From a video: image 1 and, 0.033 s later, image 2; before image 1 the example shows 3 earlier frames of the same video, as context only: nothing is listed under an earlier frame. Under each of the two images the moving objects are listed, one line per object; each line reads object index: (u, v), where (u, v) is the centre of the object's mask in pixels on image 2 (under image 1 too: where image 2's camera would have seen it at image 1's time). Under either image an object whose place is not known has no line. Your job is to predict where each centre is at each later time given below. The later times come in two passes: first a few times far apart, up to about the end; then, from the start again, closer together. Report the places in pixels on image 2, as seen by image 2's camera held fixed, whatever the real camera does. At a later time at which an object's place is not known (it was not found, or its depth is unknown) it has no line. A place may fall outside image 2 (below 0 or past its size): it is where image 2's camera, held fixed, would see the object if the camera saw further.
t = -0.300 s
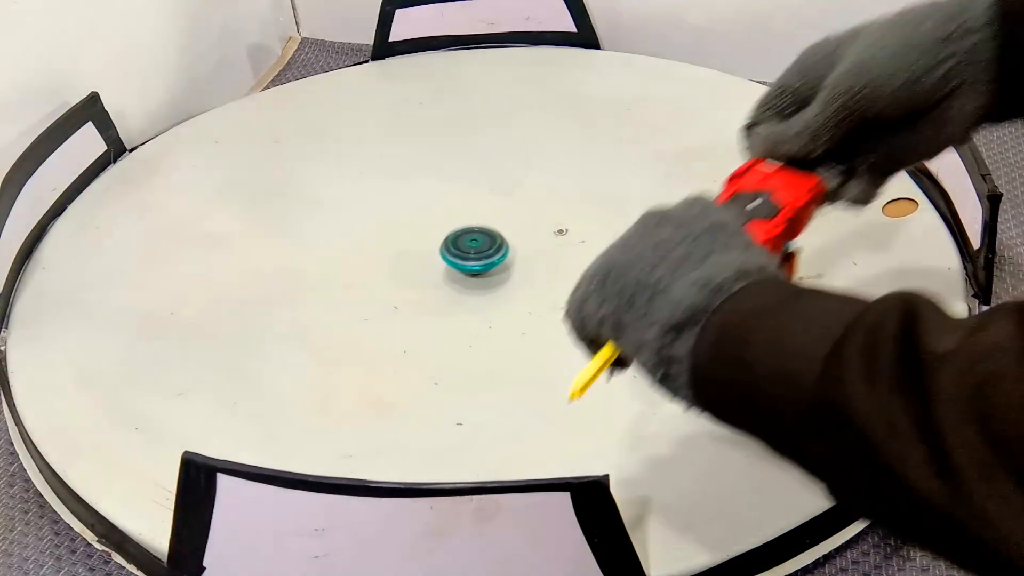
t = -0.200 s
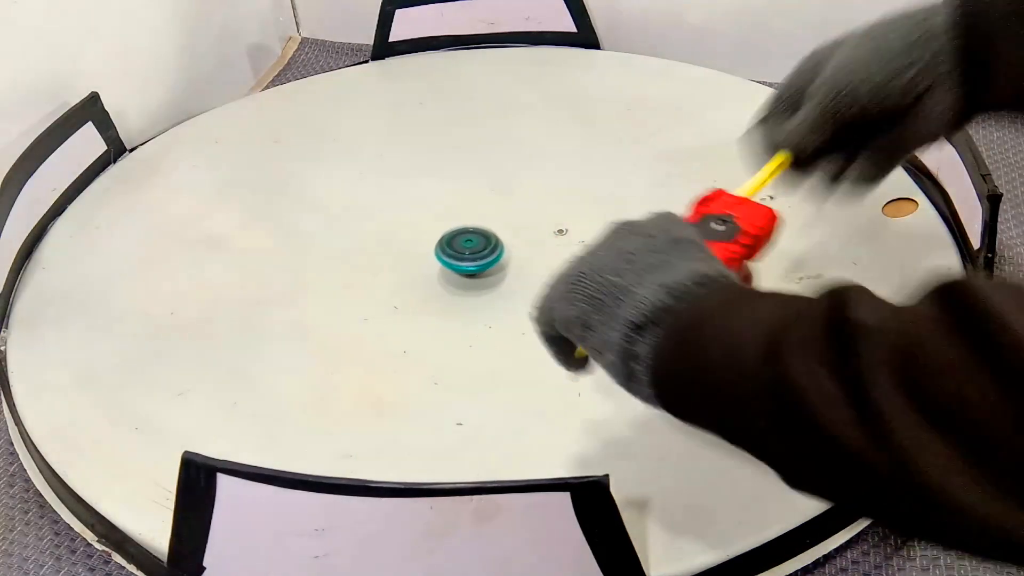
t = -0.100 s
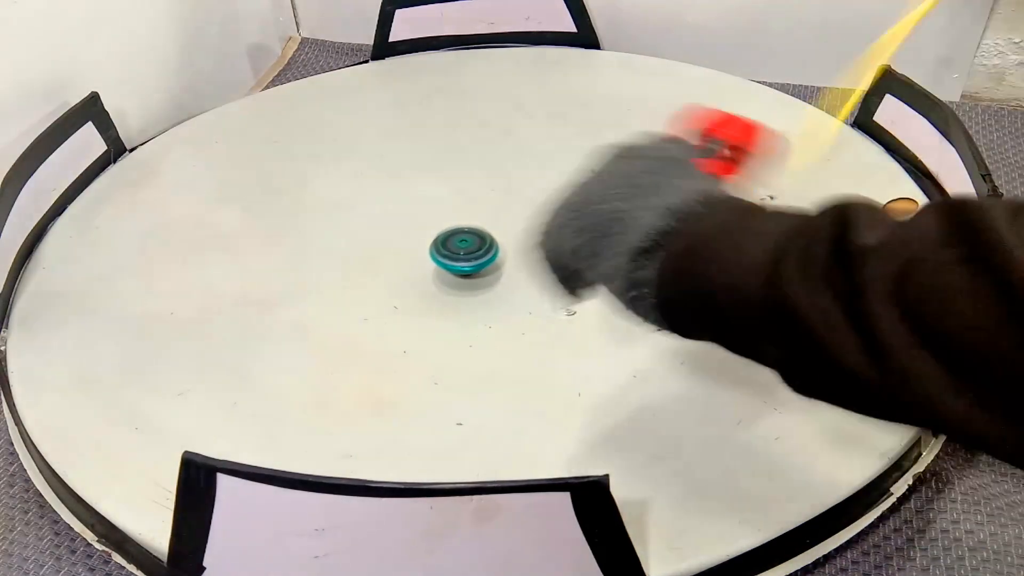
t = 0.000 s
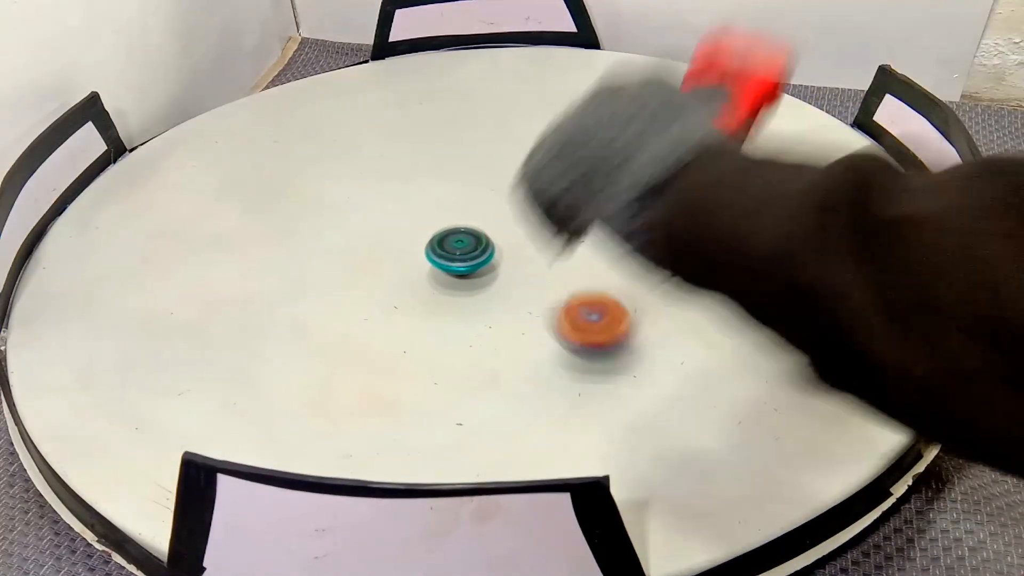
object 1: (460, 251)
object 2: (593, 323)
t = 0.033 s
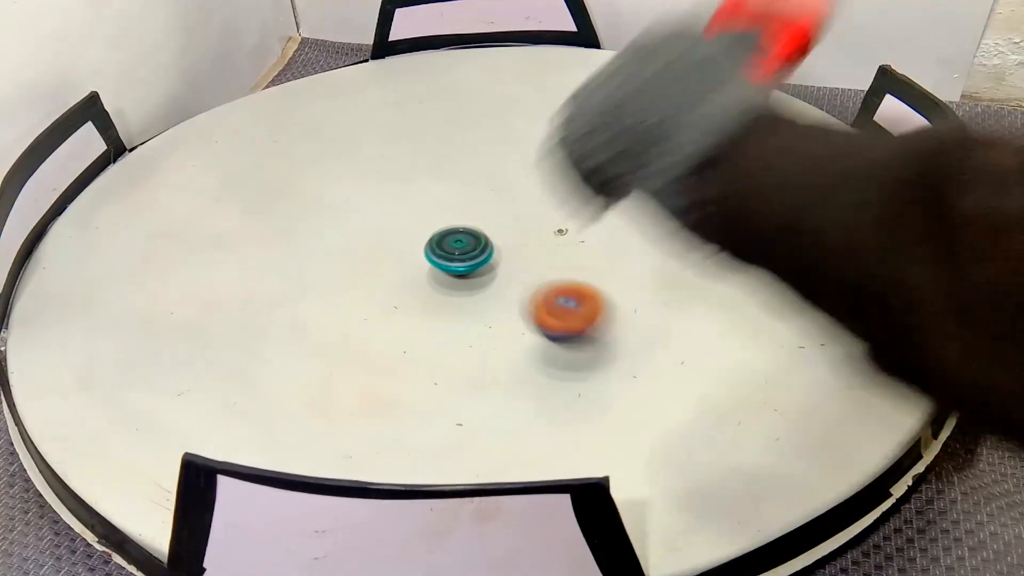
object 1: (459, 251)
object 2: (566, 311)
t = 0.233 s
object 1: (456, 251)
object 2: (457, 302)
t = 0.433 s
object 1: (456, 252)
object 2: (415, 298)
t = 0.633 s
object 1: (457, 252)
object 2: (382, 293)
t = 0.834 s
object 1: (462, 251)
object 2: (367, 284)
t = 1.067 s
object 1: (472, 250)
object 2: (375, 268)
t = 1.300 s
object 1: (483, 252)
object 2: (397, 245)
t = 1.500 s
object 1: (494, 254)
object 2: (416, 225)
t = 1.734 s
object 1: (507, 257)
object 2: (434, 205)
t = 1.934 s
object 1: (516, 260)
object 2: (451, 194)
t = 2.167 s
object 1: (523, 264)
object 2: (472, 196)
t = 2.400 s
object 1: (525, 268)
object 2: (507, 208)
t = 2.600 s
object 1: (524, 271)
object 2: (550, 222)
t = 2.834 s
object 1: (521, 272)
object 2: (595, 207)
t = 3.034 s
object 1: (520, 271)
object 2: (571, 196)
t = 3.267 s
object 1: (516, 267)
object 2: (527, 221)
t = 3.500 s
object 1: (491, 289)
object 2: (542, 224)
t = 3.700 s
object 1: (481, 290)
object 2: (563, 216)
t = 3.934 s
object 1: (472, 284)
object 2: (528, 217)
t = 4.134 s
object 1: (460, 278)
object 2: (515, 238)
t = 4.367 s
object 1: (432, 279)
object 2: (568, 221)
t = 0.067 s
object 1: (458, 251)
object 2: (541, 308)
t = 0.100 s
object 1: (457, 251)
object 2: (515, 316)
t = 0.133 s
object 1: (457, 251)
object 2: (496, 310)
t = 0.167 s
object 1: (456, 251)
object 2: (480, 309)
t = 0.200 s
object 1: (456, 251)
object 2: (466, 304)
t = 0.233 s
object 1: (456, 251)
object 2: (457, 302)
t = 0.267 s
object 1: (456, 251)
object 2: (449, 301)
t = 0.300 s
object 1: (456, 251)
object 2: (442, 300)
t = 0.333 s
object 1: (456, 251)
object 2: (434, 299)
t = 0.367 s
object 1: (456, 252)
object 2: (427, 299)
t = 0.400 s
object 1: (456, 252)
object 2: (421, 299)
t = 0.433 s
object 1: (456, 252)
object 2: (415, 298)
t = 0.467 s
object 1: (456, 252)
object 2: (409, 298)
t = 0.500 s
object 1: (456, 252)
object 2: (403, 297)
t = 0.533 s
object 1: (457, 252)
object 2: (397, 296)
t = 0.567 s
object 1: (457, 252)
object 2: (392, 295)
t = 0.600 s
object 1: (457, 252)
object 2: (387, 294)
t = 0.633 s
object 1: (457, 252)
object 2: (382, 293)
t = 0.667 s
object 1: (458, 252)
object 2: (378, 292)
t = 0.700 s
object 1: (458, 252)
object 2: (375, 290)
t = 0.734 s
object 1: (459, 251)
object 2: (372, 288)
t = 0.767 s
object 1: (459, 251)
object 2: (370, 287)
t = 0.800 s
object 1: (460, 251)
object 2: (368, 286)
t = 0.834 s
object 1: (462, 251)
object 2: (367, 284)
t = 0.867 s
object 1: (463, 251)
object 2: (366, 282)
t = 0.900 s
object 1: (464, 251)
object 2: (367, 280)
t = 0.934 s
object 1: (465, 251)
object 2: (367, 278)
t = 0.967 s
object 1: (467, 251)
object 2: (369, 275)
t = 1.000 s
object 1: (468, 251)
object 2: (371, 273)
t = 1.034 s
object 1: (470, 250)
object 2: (373, 270)
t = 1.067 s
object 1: (472, 250)
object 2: (375, 268)
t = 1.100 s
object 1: (473, 250)
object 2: (378, 264)
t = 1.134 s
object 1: (475, 251)
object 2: (381, 262)
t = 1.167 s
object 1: (477, 251)
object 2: (384, 258)
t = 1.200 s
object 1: (478, 251)
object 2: (387, 255)
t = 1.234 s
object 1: (480, 251)
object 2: (391, 252)
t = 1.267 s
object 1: (482, 251)
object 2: (394, 249)
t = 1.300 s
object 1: (483, 252)
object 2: (397, 245)
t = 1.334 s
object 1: (485, 252)
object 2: (401, 242)
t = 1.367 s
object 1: (487, 252)
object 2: (404, 239)
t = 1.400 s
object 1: (488, 253)
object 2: (407, 235)
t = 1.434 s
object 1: (490, 253)
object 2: (410, 232)
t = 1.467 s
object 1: (492, 254)
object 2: (413, 228)
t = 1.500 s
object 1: (494, 254)
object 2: (416, 225)
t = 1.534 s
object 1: (496, 254)
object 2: (418, 222)
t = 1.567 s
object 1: (498, 254)
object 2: (421, 219)
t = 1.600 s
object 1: (499, 255)
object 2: (423, 216)
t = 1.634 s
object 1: (501, 255)
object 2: (426, 213)
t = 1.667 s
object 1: (503, 256)
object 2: (429, 210)
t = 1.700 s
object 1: (505, 256)
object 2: (431, 208)
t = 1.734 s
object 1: (507, 257)
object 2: (434, 205)
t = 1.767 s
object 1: (509, 257)
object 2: (437, 203)
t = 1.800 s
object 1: (510, 258)
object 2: (439, 201)
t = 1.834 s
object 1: (512, 258)
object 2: (442, 199)
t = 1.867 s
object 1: (513, 259)
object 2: (445, 197)
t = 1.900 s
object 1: (515, 259)
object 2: (448, 196)
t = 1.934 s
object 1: (516, 260)
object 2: (451, 194)
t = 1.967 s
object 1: (518, 260)
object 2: (453, 193)
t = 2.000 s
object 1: (519, 261)
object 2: (456, 193)
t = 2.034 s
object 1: (520, 261)
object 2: (459, 193)
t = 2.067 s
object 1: (521, 262)
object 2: (462, 193)
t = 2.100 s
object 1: (522, 263)
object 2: (465, 194)
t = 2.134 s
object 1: (523, 264)
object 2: (468, 194)
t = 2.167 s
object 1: (523, 264)
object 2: (472, 196)
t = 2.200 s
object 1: (524, 265)
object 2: (477, 197)
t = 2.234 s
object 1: (524, 265)
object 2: (481, 199)
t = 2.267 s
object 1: (525, 266)
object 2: (486, 200)
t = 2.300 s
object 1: (525, 266)
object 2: (491, 202)
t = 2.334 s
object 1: (525, 267)
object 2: (496, 204)
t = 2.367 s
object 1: (525, 268)
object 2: (501, 206)
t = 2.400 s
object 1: (525, 268)
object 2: (507, 208)
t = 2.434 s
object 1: (525, 269)
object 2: (512, 210)
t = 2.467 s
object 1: (525, 270)
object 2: (519, 212)
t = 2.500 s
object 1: (525, 270)
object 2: (525, 215)
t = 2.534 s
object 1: (525, 270)
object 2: (533, 217)
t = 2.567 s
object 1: (524, 270)
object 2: (541, 220)
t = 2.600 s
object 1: (524, 271)
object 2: (550, 222)
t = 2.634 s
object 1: (524, 271)
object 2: (560, 223)
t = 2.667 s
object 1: (523, 271)
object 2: (569, 223)
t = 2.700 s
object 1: (522, 271)
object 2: (578, 222)
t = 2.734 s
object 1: (522, 272)
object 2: (584, 219)
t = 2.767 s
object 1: (522, 272)
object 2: (589, 215)
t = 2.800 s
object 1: (521, 272)
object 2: (593, 211)
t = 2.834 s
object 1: (521, 272)
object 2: (595, 207)
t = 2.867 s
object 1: (521, 272)
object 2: (596, 204)
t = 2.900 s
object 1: (521, 272)
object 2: (595, 201)
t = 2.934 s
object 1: (521, 272)
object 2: (592, 198)
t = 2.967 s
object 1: (521, 271)
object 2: (586, 196)
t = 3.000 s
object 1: (521, 271)
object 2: (579, 196)
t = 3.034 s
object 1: (520, 271)
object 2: (571, 196)
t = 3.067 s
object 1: (520, 271)
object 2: (562, 197)
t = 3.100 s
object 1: (519, 270)
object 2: (552, 201)
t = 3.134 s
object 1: (518, 270)
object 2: (543, 205)
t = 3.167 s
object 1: (518, 269)
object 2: (536, 210)
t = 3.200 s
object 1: (517, 268)
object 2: (531, 216)
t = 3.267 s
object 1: (516, 267)
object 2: (527, 221)
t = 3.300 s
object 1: (510, 274)
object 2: (528, 222)
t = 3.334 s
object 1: (503, 281)
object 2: (530, 222)
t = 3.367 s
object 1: (499, 285)
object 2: (531, 222)
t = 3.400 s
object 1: (496, 287)
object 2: (533, 222)
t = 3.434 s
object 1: (494, 288)
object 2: (536, 223)
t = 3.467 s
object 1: (493, 289)
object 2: (539, 224)
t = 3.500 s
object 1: (491, 289)
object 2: (542, 224)
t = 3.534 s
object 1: (490, 290)
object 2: (545, 224)
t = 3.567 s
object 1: (488, 290)
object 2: (548, 224)
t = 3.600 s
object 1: (486, 290)
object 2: (552, 223)
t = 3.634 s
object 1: (484, 290)
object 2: (556, 221)
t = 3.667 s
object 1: (483, 290)
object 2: (560, 219)
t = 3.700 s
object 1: (481, 290)
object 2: (563, 216)
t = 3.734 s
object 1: (479, 289)
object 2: (562, 213)
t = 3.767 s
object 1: (478, 289)
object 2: (557, 211)
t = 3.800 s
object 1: (477, 288)
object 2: (550, 210)
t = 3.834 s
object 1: (476, 287)
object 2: (543, 210)
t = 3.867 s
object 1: (474, 286)
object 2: (538, 211)
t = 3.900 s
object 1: (473, 285)
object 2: (532, 214)
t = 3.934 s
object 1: (472, 284)
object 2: (528, 217)
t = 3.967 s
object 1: (470, 283)
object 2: (524, 220)
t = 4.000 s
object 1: (470, 281)
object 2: (521, 224)
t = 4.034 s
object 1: (469, 280)
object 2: (518, 229)
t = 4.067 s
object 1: (468, 279)
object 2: (515, 233)
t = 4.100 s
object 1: (467, 277)
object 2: (512, 237)
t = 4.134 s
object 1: (460, 278)
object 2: (515, 238)
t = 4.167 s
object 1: (450, 281)
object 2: (522, 236)
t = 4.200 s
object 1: (445, 282)
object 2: (530, 234)
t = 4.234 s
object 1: (441, 281)
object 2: (537, 232)
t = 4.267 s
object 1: (438, 281)
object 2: (546, 230)
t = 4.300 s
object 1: (436, 280)
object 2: (553, 228)
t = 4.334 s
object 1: (434, 279)
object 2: (560, 225)
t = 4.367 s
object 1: (432, 279)
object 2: (568, 221)
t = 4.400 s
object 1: (431, 278)
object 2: (573, 217)
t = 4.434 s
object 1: (430, 277)
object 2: (577, 211)
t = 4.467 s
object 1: (429, 275)
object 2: (578, 206)
